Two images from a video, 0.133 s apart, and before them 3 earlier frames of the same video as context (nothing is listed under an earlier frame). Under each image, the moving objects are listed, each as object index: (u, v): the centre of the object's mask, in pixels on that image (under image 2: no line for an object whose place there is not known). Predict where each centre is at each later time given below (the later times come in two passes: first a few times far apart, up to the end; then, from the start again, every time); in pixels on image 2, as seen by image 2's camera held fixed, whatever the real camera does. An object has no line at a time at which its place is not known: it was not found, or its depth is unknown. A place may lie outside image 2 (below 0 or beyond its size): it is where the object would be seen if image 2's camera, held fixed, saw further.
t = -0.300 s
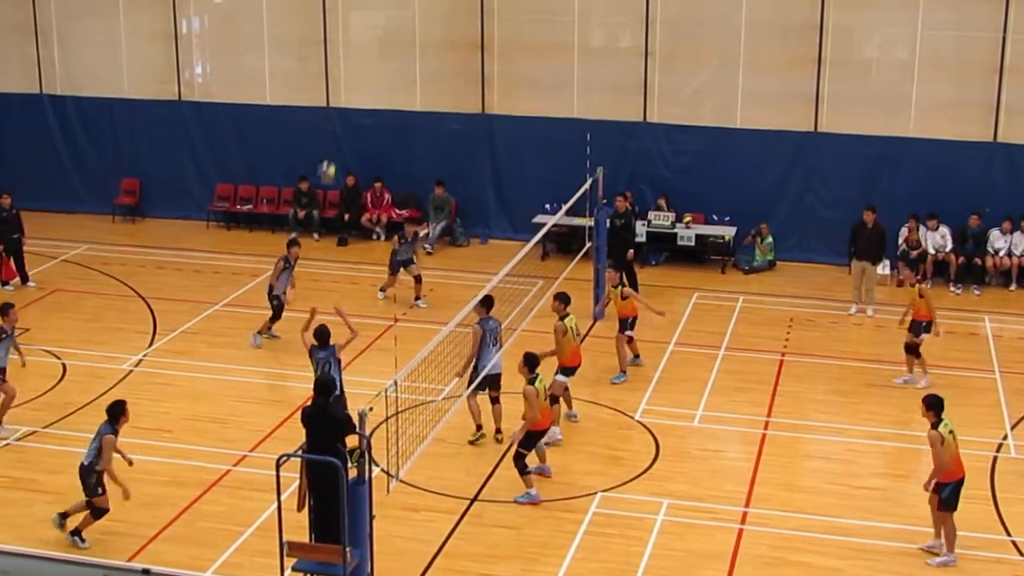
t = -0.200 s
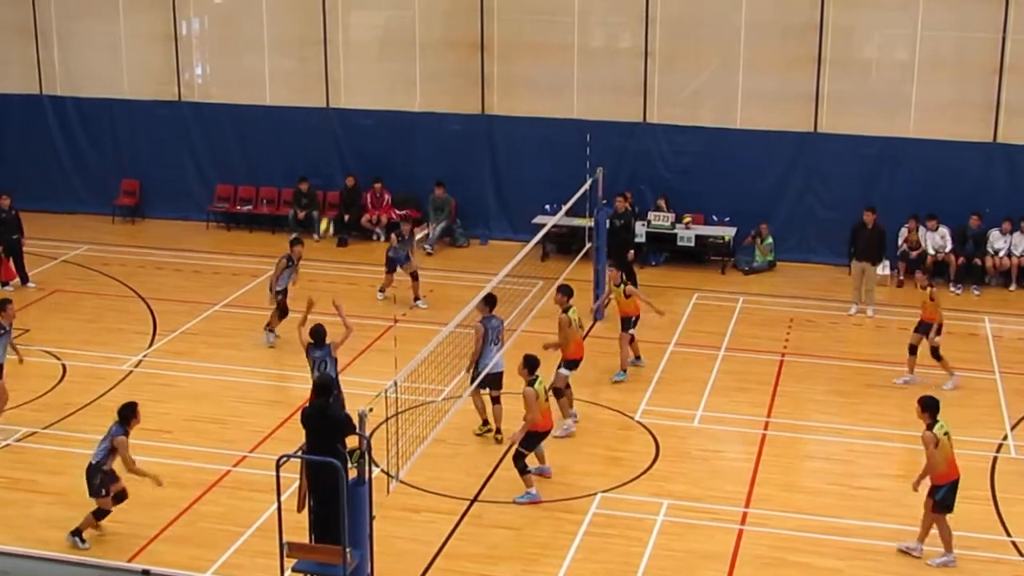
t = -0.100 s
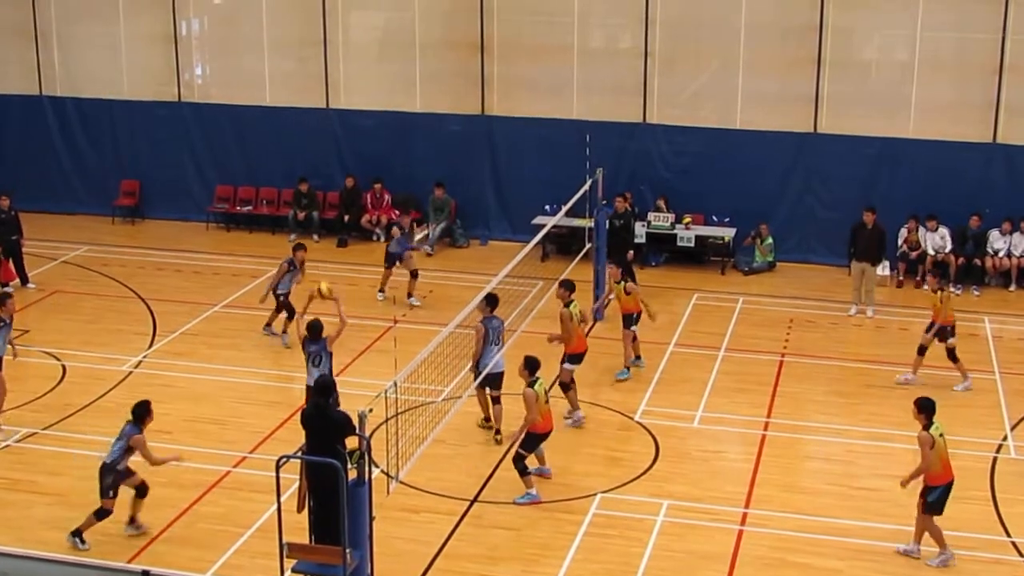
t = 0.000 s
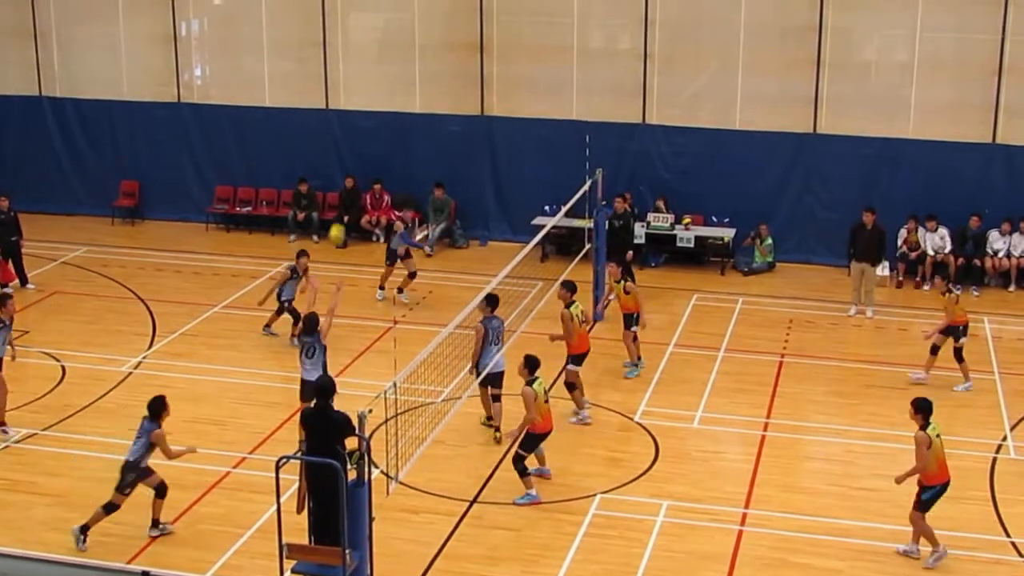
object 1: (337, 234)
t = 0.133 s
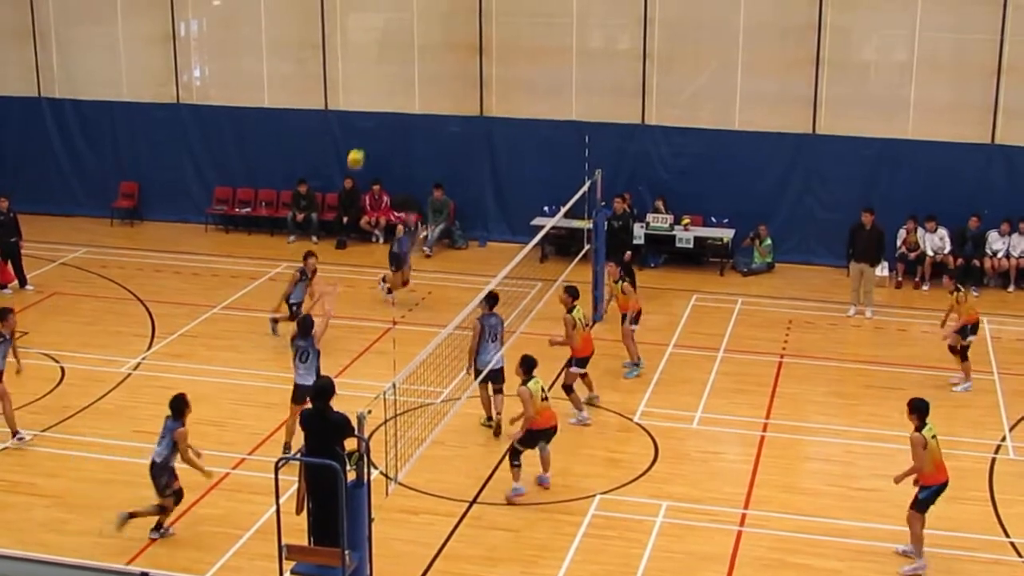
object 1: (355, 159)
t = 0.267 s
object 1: (378, 101)
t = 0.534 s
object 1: (415, 37)
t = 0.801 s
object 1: (450, 31)
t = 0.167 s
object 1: (361, 143)
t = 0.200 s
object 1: (366, 128)
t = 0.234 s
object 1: (370, 116)
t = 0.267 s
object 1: (378, 101)
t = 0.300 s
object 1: (381, 90)
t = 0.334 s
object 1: (386, 79)
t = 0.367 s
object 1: (391, 70)
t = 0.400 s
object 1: (396, 61)
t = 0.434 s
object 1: (401, 54)
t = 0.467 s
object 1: (405, 47)
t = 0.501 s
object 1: (410, 42)
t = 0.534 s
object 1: (415, 37)
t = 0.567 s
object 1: (419, 33)
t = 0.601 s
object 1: (424, 31)
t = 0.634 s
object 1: (428, 29)
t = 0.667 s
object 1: (432, 27)
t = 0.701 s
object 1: (437, 27)
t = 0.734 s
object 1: (441, 27)
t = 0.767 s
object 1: (446, 28)
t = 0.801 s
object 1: (450, 31)
